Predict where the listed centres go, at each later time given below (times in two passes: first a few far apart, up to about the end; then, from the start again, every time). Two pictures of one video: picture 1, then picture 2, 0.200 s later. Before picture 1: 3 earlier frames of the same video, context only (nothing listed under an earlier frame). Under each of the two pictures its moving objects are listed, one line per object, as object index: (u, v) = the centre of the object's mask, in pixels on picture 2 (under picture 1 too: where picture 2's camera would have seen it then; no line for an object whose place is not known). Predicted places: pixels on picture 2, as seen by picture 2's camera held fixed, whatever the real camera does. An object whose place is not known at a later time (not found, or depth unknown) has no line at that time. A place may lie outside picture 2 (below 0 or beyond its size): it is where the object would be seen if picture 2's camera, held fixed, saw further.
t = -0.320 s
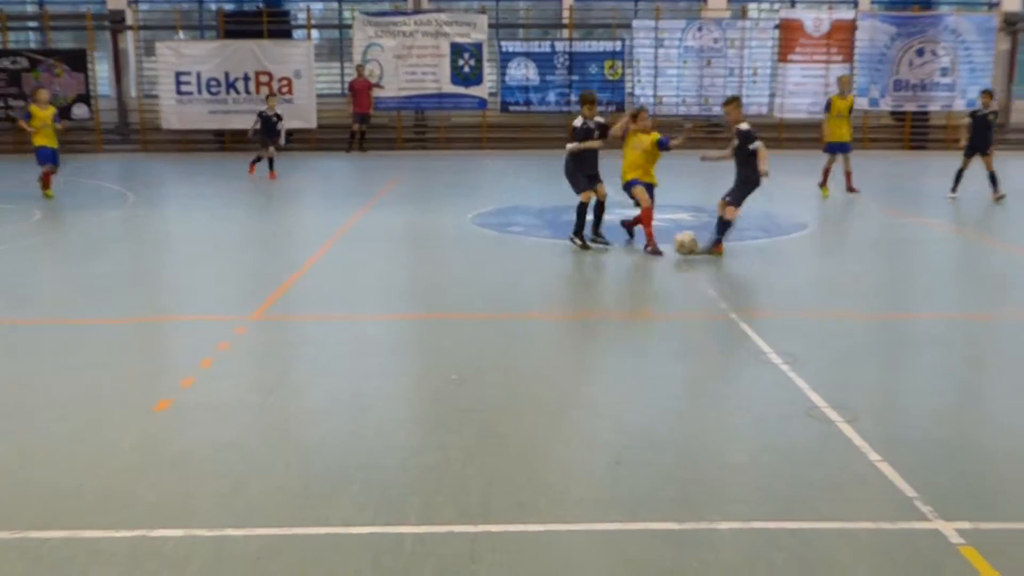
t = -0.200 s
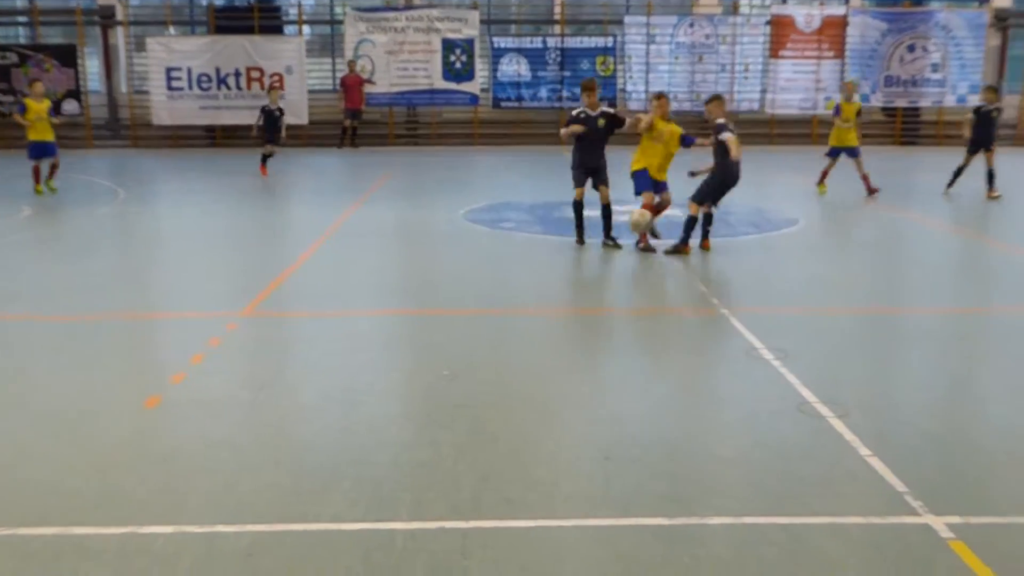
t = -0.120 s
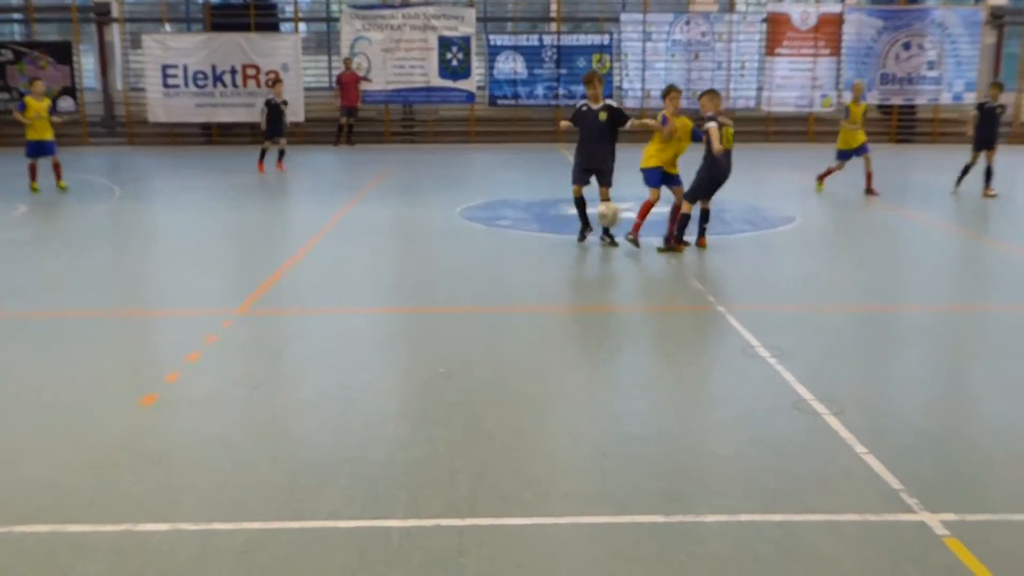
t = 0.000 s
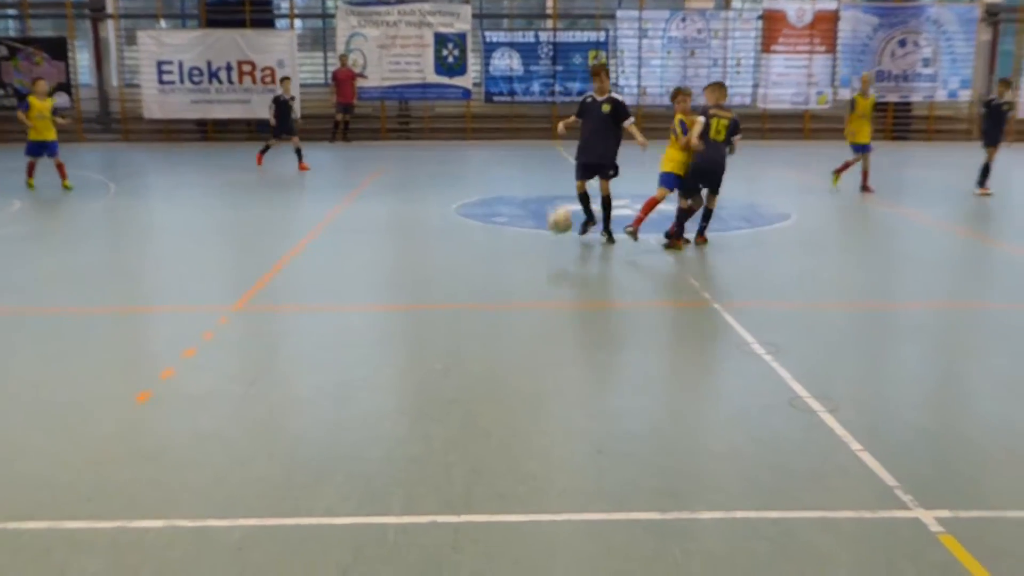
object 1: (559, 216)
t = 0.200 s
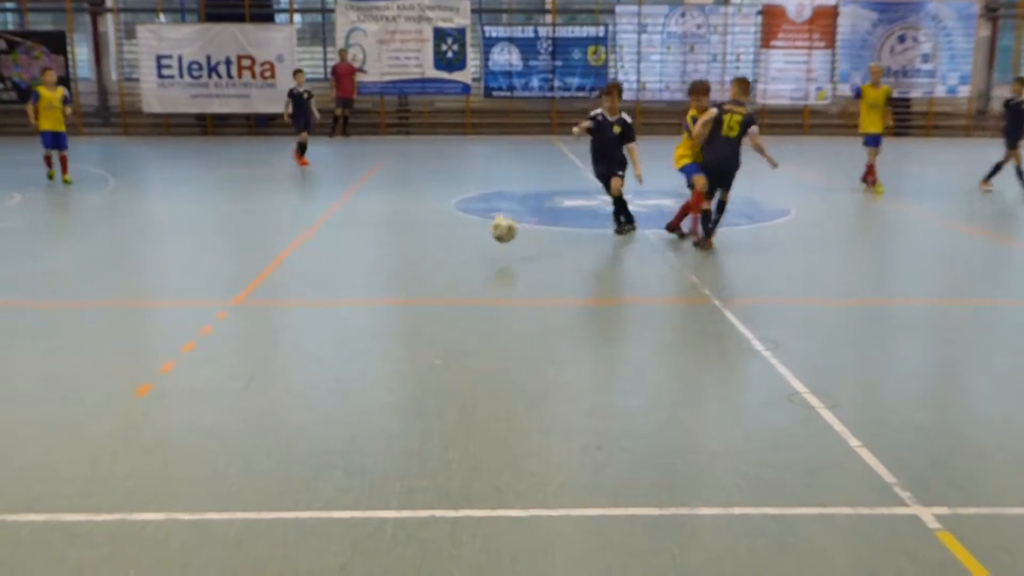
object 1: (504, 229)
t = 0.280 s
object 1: (491, 224)
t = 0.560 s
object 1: (448, 253)
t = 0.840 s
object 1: (443, 270)
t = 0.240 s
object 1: (497, 225)
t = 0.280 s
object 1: (491, 224)
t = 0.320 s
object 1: (484, 224)
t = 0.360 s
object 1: (478, 227)
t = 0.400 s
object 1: (470, 231)
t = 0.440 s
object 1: (464, 239)
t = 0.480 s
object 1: (457, 248)
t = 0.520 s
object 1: (450, 259)
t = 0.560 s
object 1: (448, 253)
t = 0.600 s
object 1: (448, 249)
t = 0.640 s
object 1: (447, 246)
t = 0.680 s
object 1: (446, 246)
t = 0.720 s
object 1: (445, 248)
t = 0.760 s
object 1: (444, 252)
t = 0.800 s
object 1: (443, 261)
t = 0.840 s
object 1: (443, 270)
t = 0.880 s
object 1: (441, 280)
